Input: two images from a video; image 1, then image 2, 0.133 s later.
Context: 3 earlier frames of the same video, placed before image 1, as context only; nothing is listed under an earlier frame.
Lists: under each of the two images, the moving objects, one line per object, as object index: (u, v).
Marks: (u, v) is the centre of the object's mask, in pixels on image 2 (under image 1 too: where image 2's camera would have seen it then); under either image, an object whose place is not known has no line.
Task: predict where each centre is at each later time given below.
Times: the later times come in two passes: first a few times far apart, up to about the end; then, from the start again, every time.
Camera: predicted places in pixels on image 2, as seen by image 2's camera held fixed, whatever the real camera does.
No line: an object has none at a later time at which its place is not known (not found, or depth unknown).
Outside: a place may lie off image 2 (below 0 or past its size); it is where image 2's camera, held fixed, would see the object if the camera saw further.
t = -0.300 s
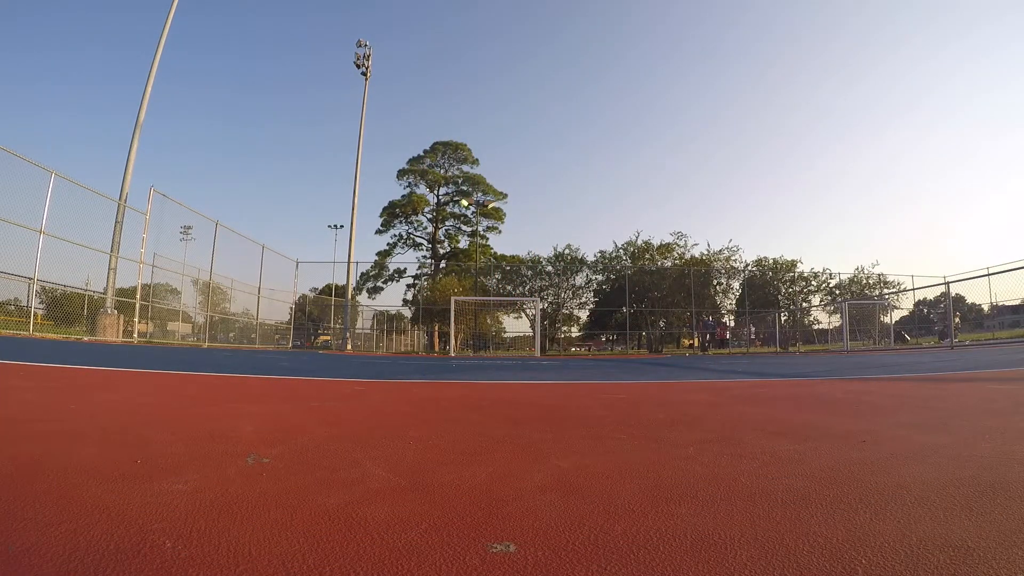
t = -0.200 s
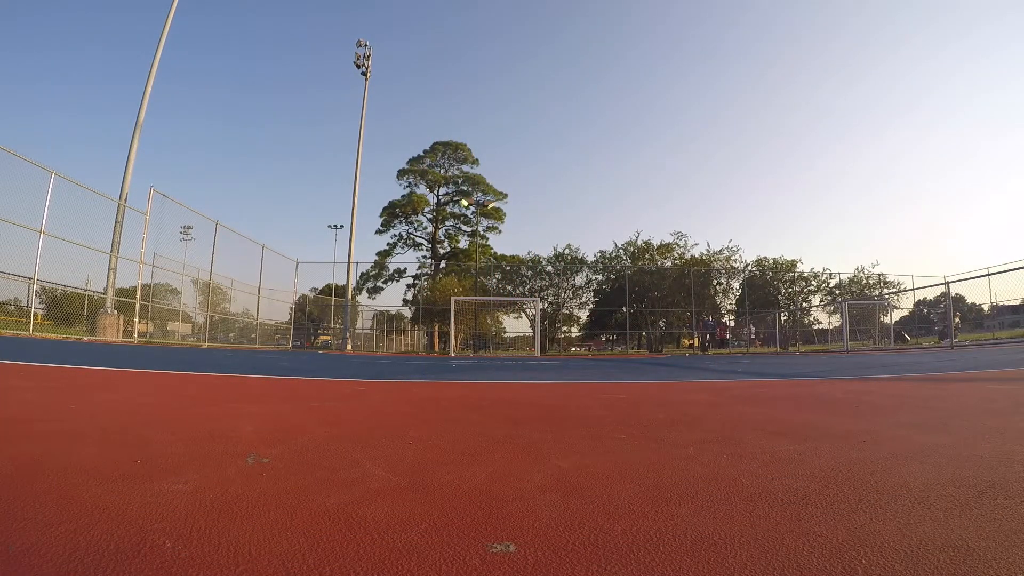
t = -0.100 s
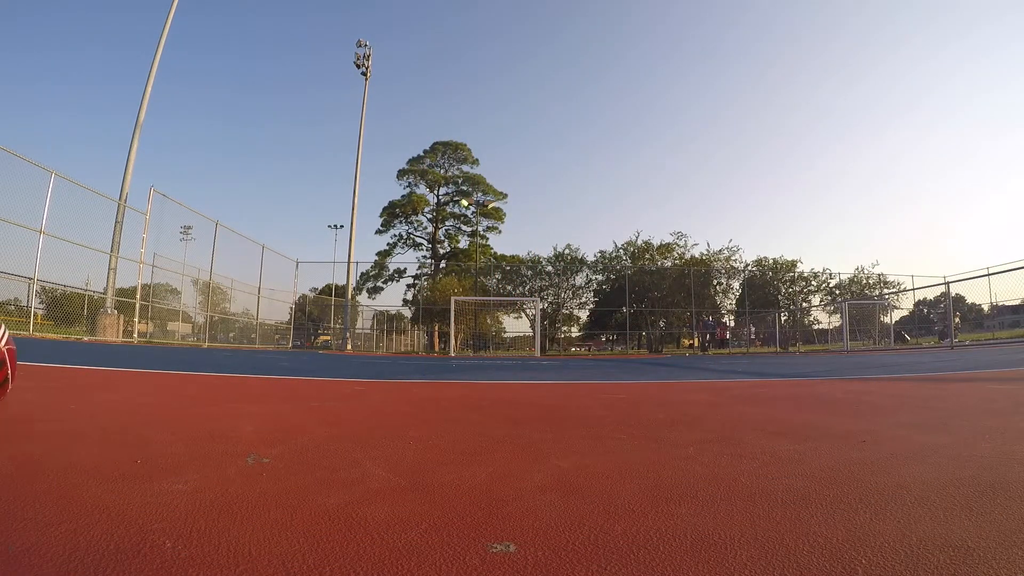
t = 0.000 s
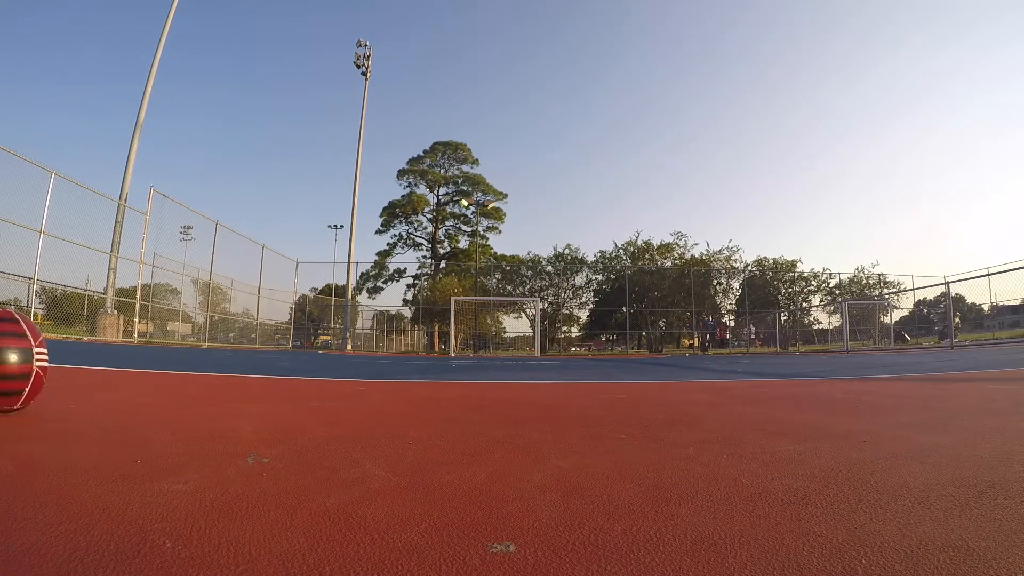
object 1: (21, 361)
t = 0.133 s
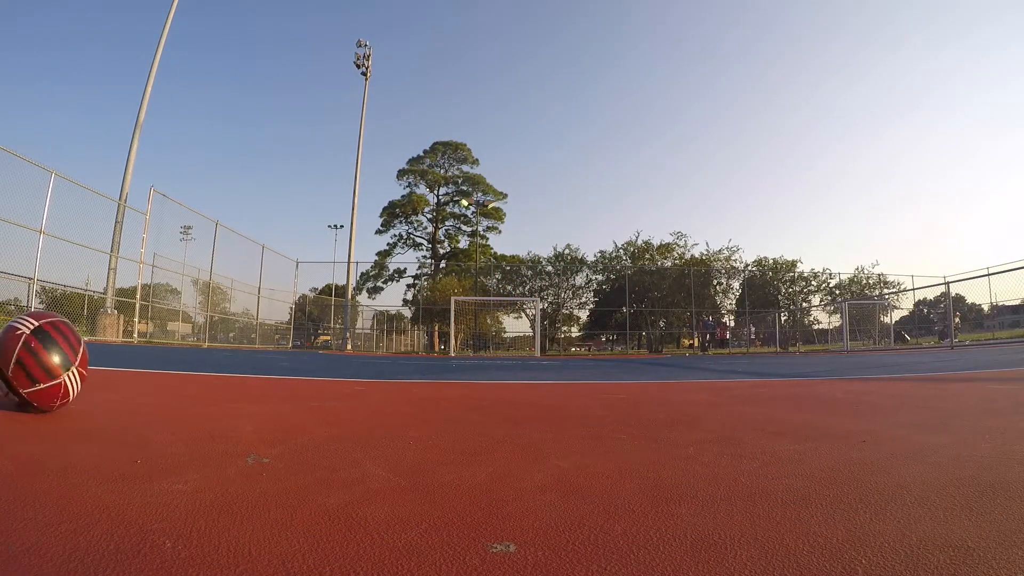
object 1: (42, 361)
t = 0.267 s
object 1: (77, 365)
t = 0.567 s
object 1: (151, 367)
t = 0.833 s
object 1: (207, 367)
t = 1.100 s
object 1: (249, 367)
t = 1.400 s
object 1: (289, 367)
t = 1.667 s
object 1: (318, 366)
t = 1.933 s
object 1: (342, 365)
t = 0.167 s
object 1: (49, 363)
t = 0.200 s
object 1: (59, 364)
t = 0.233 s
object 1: (68, 364)
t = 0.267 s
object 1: (77, 365)
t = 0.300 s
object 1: (86, 364)
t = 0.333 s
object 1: (94, 365)
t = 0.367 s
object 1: (103, 365)
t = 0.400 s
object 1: (111, 366)
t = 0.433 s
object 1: (119, 366)
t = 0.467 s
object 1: (128, 366)
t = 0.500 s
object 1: (136, 366)
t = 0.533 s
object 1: (143, 366)
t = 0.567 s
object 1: (151, 367)
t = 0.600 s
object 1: (159, 366)
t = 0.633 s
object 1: (166, 367)
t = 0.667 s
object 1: (173, 368)
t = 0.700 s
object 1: (180, 368)
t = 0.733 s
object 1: (187, 367)
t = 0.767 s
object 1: (194, 367)
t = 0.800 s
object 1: (200, 367)
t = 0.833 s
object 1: (207, 367)
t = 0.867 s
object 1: (212, 367)
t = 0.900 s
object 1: (218, 367)
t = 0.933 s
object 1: (223, 367)
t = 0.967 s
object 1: (229, 367)
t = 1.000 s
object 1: (234, 366)
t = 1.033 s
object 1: (239, 367)
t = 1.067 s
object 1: (244, 367)
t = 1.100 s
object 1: (249, 367)
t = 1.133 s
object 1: (254, 367)
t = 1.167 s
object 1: (258, 367)
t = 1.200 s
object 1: (263, 367)
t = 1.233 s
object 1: (267, 367)
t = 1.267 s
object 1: (271, 367)
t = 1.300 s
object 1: (276, 367)
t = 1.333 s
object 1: (280, 367)
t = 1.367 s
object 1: (284, 367)
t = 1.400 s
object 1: (289, 367)
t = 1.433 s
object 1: (293, 366)
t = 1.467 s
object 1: (297, 366)
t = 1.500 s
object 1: (300, 366)
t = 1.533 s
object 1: (304, 367)
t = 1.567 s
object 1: (308, 366)
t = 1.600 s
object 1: (311, 366)
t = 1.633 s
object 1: (315, 366)
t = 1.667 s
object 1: (318, 366)
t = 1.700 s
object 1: (322, 366)
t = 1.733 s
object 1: (325, 366)
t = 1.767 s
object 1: (328, 366)
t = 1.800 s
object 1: (331, 366)
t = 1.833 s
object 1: (334, 366)
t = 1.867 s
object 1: (337, 366)
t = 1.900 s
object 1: (339, 366)
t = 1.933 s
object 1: (342, 365)
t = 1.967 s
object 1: (345, 366)
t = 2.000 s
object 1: (348, 366)
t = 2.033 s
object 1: (351, 366)
